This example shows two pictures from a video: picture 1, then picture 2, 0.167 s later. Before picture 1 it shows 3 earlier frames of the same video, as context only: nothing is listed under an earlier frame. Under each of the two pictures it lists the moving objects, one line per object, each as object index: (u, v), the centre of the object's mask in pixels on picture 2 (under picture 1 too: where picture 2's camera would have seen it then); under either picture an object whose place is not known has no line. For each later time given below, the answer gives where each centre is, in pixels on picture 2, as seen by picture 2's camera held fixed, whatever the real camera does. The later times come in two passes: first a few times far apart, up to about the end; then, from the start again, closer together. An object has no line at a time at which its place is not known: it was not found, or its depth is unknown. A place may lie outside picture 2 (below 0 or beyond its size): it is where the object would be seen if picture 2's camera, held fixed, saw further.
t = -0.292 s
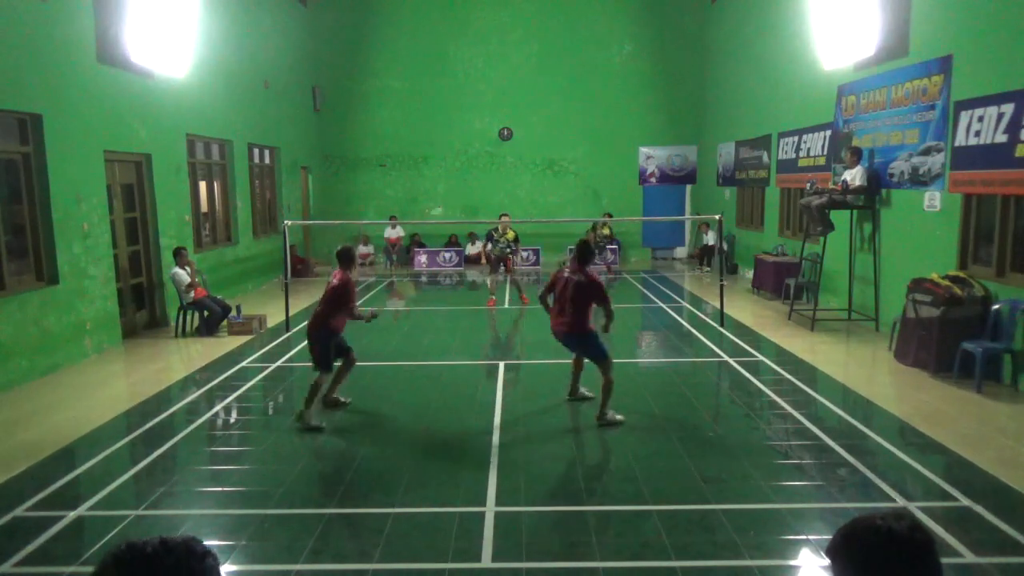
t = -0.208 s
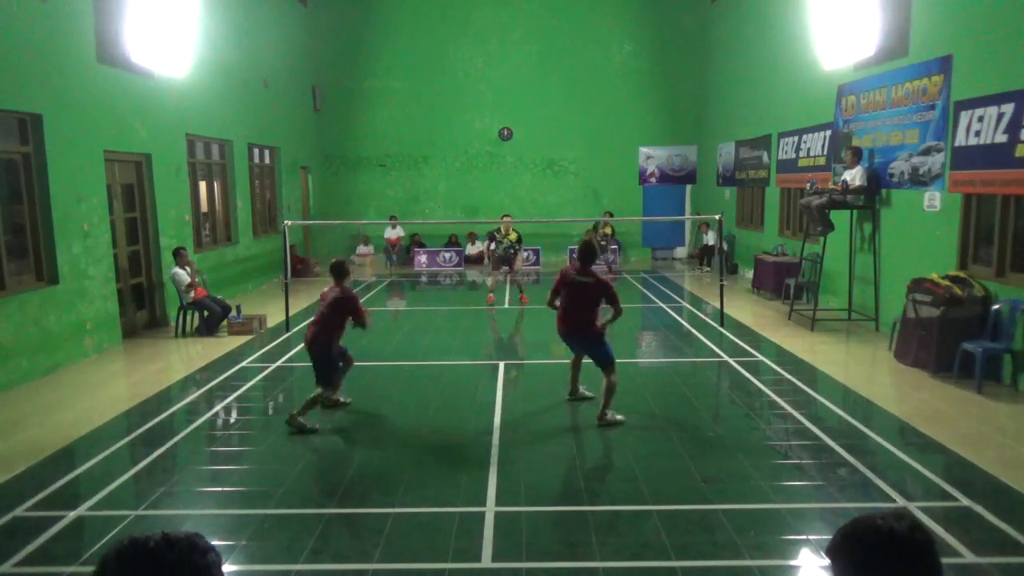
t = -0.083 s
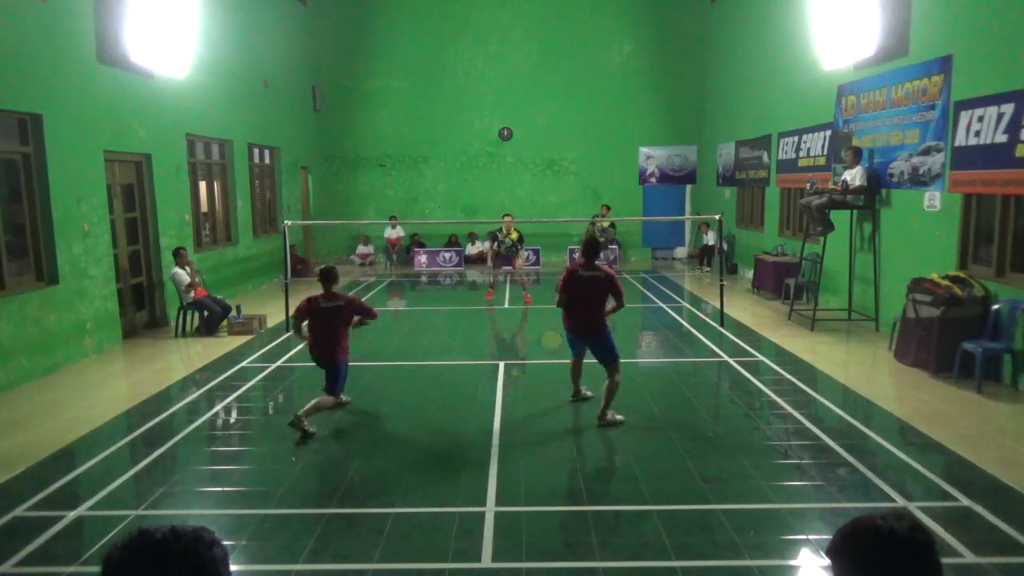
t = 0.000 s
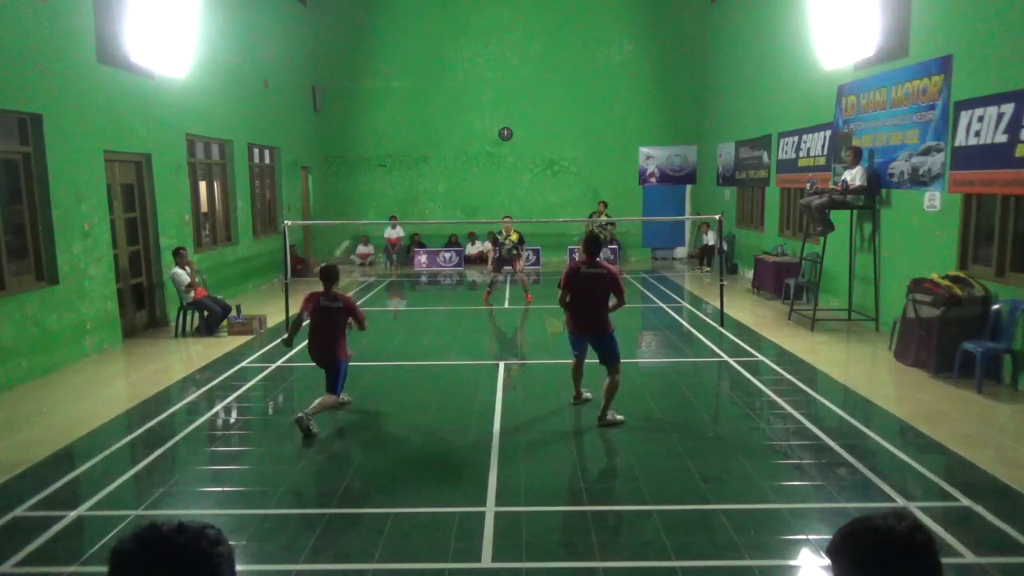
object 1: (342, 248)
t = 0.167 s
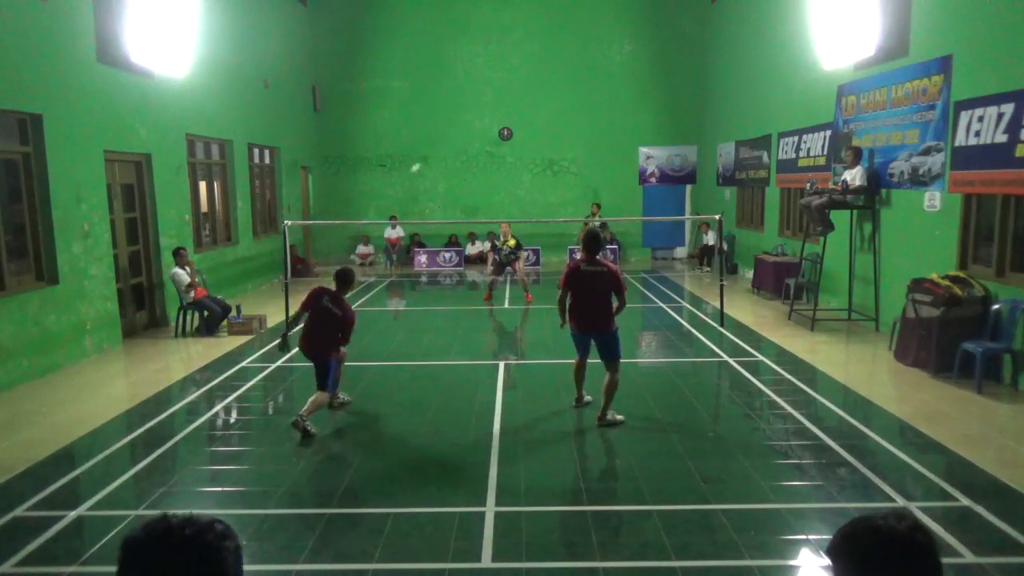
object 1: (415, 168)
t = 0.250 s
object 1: (436, 150)
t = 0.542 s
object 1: (482, 143)
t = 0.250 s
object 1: (436, 150)
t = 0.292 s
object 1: (444, 145)
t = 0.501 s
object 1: (477, 140)
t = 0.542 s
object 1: (482, 143)
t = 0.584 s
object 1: (487, 147)
